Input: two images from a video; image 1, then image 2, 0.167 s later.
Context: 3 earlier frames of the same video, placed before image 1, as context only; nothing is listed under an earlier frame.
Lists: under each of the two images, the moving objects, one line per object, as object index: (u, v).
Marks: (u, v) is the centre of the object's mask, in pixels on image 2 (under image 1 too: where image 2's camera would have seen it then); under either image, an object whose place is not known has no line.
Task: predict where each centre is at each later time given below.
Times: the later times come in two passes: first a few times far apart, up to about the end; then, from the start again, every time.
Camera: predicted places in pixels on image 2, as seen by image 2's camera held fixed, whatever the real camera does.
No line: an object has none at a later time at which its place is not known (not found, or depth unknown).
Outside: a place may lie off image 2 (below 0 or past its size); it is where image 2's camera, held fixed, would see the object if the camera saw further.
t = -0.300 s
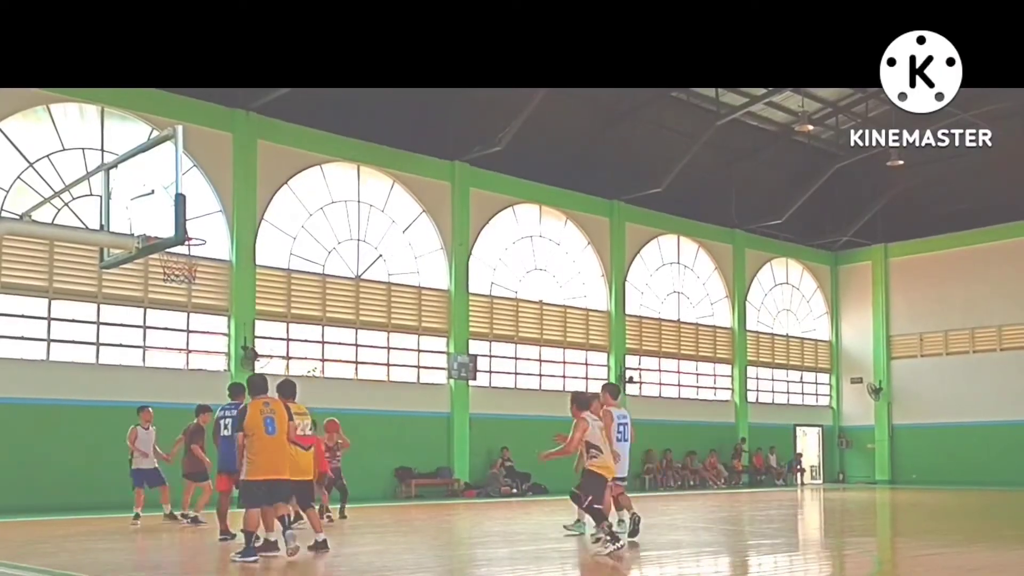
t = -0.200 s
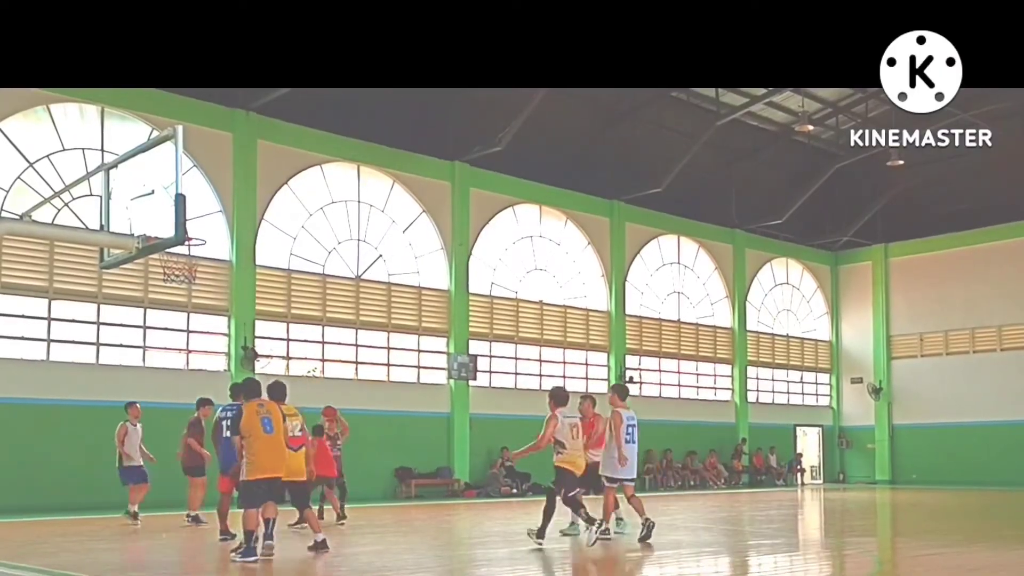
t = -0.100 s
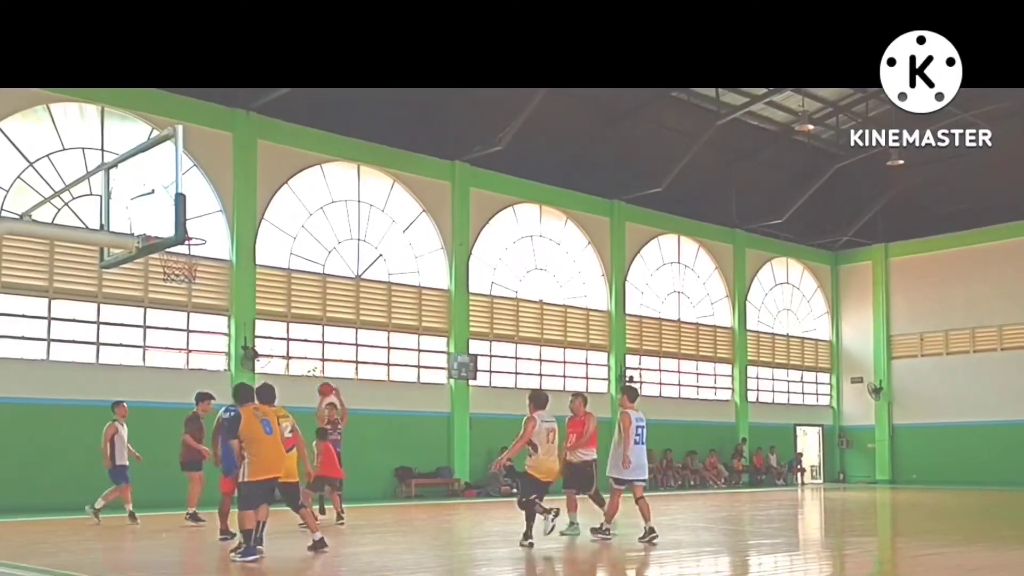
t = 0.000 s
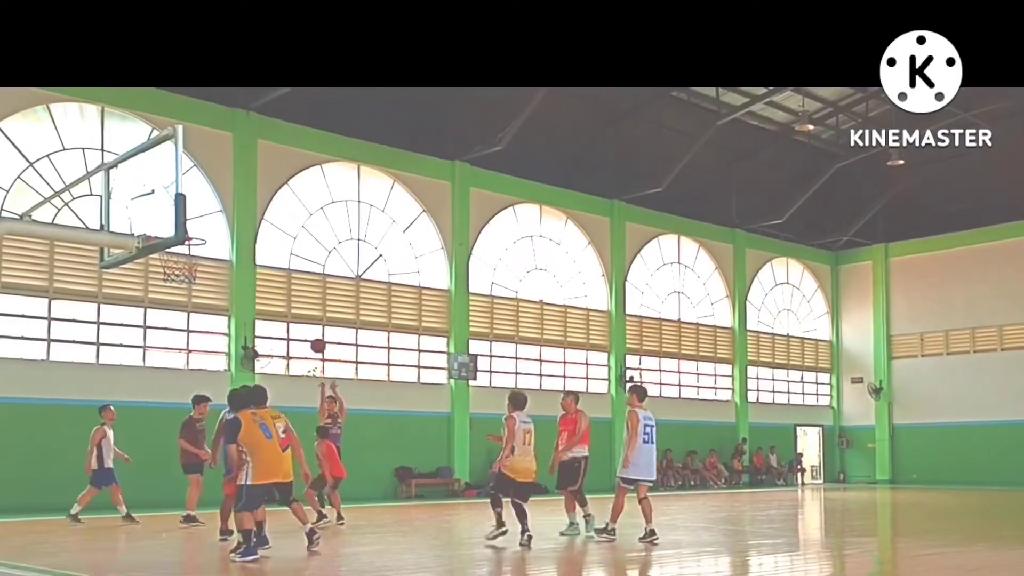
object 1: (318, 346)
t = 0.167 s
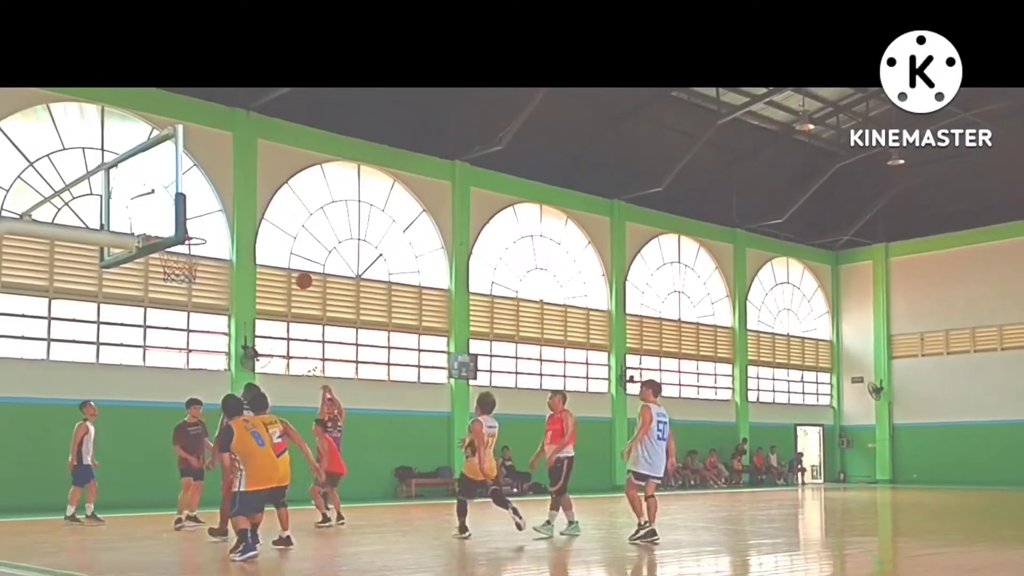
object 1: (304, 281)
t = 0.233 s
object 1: (297, 259)
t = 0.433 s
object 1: (276, 208)
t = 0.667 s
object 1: (248, 183)
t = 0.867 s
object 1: (219, 195)
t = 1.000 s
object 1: (197, 226)
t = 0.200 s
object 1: (300, 270)
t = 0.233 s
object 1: (297, 259)
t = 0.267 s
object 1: (294, 249)
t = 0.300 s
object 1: (290, 239)
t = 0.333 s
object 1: (287, 231)
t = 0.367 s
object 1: (283, 223)
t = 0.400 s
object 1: (280, 215)
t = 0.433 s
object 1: (276, 208)
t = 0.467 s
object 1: (272, 202)
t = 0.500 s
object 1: (268, 197)
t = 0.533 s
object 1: (264, 193)
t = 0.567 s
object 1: (260, 189)
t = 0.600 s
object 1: (256, 186)
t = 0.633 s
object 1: (252, 184)
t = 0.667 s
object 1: (248, 183)
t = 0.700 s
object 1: (244, 183)
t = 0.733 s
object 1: (239, 183)
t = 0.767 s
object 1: (234, 185)
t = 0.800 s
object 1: (229, 187)
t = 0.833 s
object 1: (224, 191)
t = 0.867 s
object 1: (219, 195)
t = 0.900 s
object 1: (214, 201)
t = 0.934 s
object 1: (209, 208)
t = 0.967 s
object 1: (202, 217)
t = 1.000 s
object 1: (197, 226)
